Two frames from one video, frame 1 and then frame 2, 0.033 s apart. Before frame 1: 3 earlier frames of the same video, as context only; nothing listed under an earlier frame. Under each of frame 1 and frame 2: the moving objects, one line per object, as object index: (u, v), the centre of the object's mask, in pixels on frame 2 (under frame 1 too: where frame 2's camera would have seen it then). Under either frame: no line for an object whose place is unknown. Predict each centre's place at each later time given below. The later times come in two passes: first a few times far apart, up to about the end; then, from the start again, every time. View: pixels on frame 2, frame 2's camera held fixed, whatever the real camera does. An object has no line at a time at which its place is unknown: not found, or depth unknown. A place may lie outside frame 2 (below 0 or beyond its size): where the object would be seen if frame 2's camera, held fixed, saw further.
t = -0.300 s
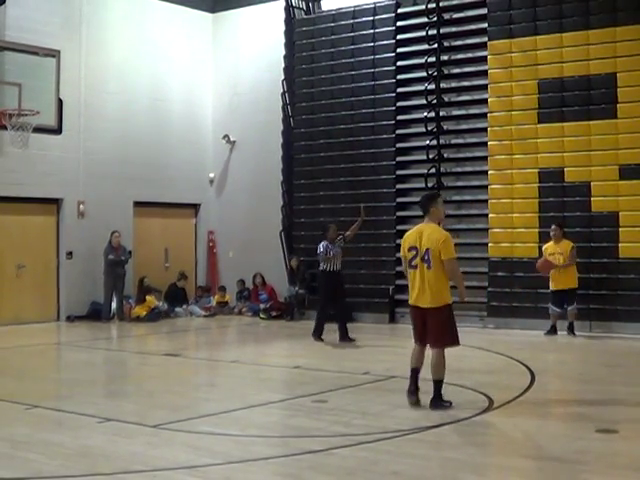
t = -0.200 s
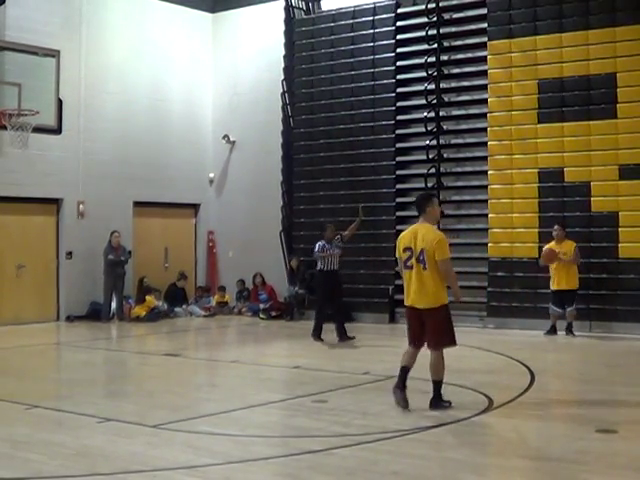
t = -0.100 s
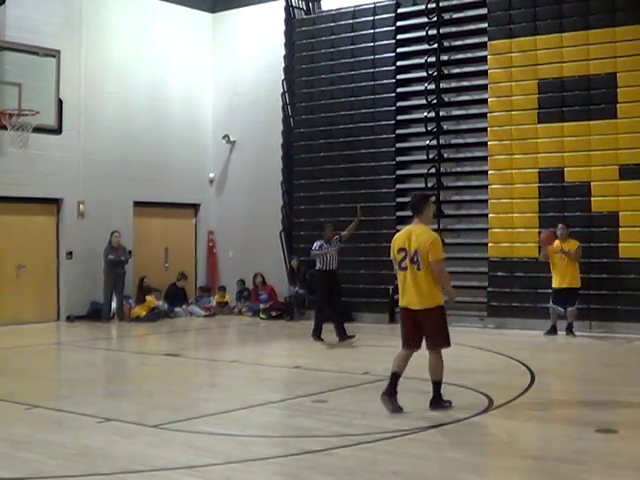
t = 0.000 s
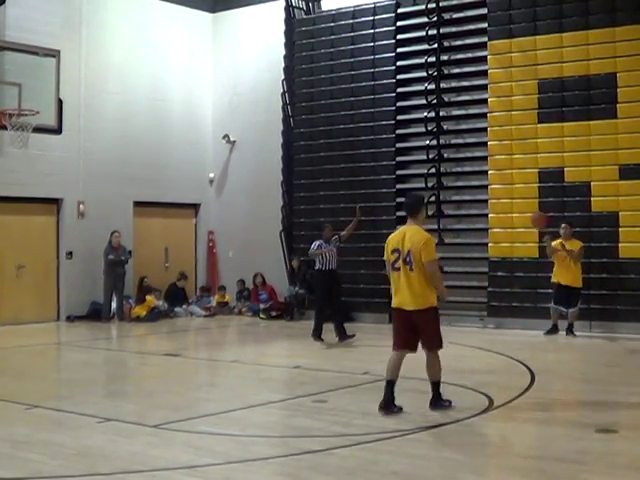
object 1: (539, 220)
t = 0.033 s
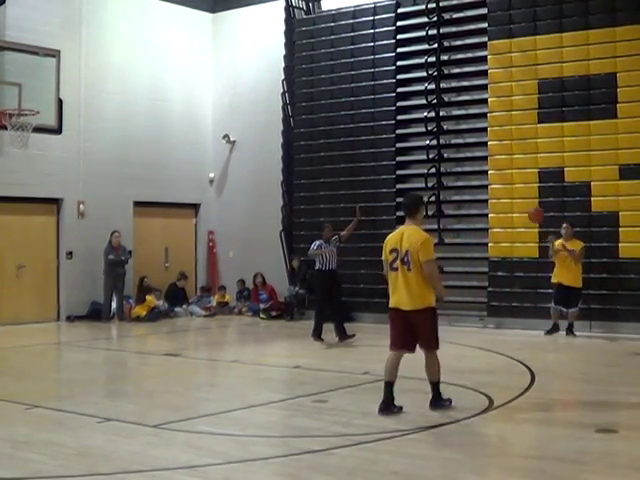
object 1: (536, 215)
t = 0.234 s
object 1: (516, 196)
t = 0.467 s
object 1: (486, 212)
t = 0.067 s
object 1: (533, 210)
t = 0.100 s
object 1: (530, 205)
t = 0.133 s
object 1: (527, 202)
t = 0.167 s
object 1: (524, 199)
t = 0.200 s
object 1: (520, 197)
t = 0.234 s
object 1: (516, 196)
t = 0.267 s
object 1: (512, 195)
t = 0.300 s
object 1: (508, 196)
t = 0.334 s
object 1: (504, 197)
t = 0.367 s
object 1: (500, 199)
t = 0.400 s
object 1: (496, 202)
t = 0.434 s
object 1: (490, 206)
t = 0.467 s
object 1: (486, 212)
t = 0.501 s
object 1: (480, 219)
